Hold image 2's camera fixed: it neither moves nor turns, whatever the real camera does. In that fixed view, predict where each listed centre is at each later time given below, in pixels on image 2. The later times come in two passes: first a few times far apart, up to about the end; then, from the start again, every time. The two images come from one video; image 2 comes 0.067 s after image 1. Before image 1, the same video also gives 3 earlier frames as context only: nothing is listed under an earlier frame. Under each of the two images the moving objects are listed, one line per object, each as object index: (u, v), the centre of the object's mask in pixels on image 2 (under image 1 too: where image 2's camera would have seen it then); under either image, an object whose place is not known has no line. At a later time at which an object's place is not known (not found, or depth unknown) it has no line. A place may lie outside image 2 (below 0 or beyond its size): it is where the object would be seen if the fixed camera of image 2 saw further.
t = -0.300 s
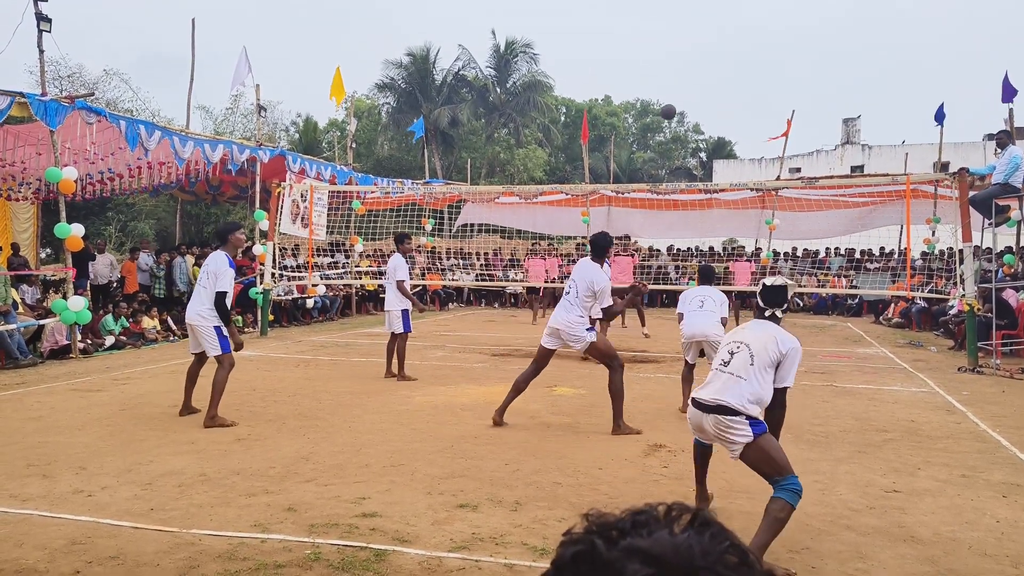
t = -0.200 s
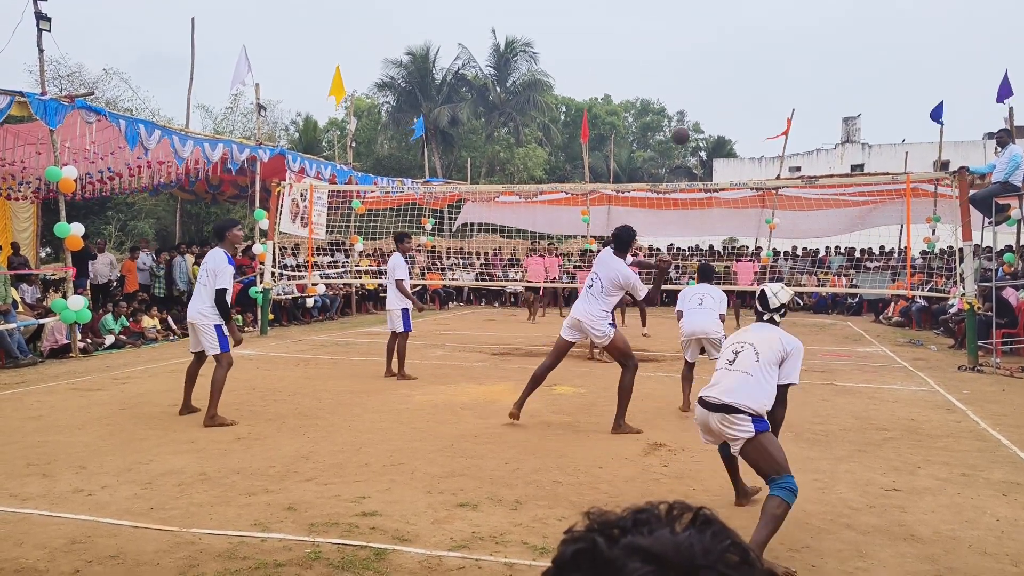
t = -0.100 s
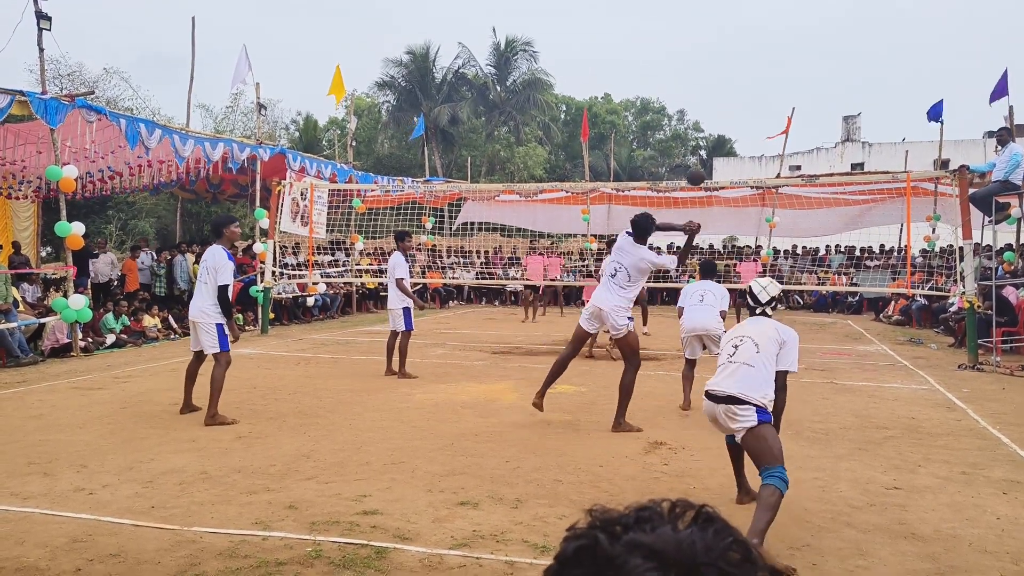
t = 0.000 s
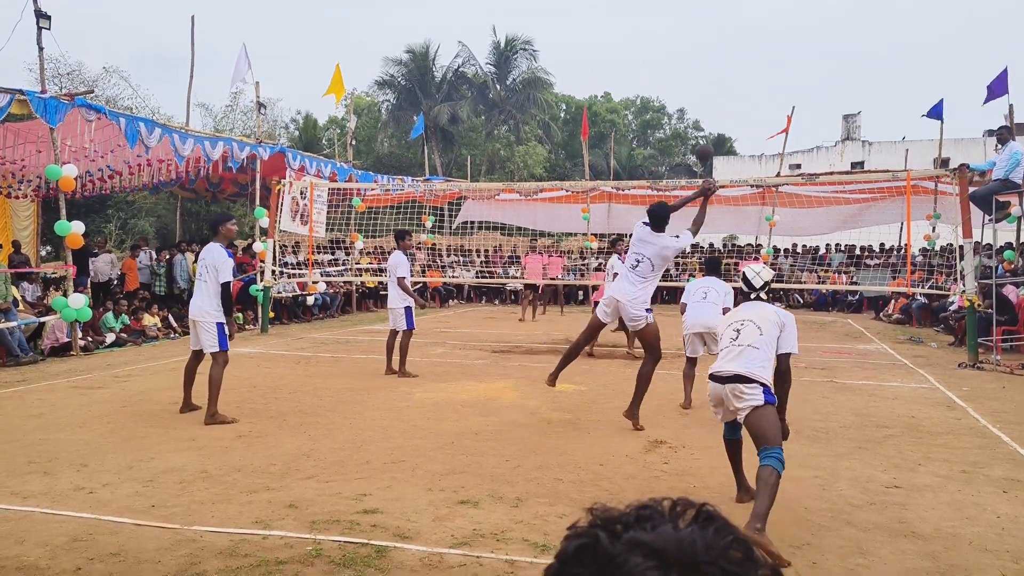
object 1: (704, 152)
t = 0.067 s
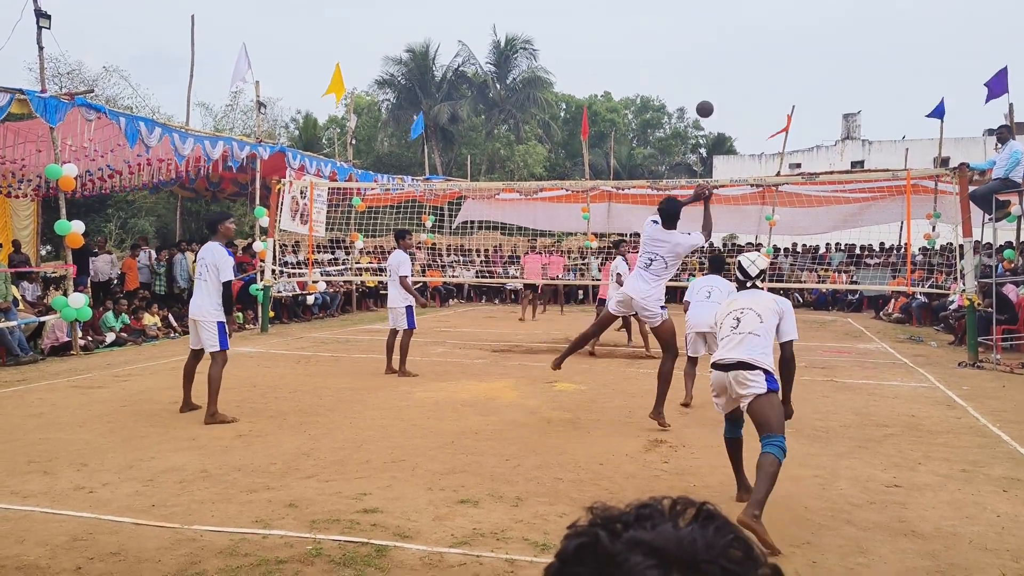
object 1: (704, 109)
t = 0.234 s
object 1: (704, 42)
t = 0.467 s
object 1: (702, 11)
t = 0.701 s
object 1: (699, 26)
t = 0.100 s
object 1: (704, 92)
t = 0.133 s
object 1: (704, 76)
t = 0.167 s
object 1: (704, 63)
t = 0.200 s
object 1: (704, 51)
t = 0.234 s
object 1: (704, 42)
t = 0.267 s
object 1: (704, 33)
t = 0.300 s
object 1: (703, 27)
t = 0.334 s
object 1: (703, 21)
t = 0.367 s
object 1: (703, 17)
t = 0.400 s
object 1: (703, 14)
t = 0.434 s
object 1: (703, 11)
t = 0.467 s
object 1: (702, 11)
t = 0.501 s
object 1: (702, 11)
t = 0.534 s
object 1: (702, 11)
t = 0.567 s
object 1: (701, 13)
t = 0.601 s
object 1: (701, 15)
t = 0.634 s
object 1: (700, 18)
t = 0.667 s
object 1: (700, 22)
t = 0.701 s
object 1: (699, 26)
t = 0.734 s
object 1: (699, 31)
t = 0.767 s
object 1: (699, 36)
